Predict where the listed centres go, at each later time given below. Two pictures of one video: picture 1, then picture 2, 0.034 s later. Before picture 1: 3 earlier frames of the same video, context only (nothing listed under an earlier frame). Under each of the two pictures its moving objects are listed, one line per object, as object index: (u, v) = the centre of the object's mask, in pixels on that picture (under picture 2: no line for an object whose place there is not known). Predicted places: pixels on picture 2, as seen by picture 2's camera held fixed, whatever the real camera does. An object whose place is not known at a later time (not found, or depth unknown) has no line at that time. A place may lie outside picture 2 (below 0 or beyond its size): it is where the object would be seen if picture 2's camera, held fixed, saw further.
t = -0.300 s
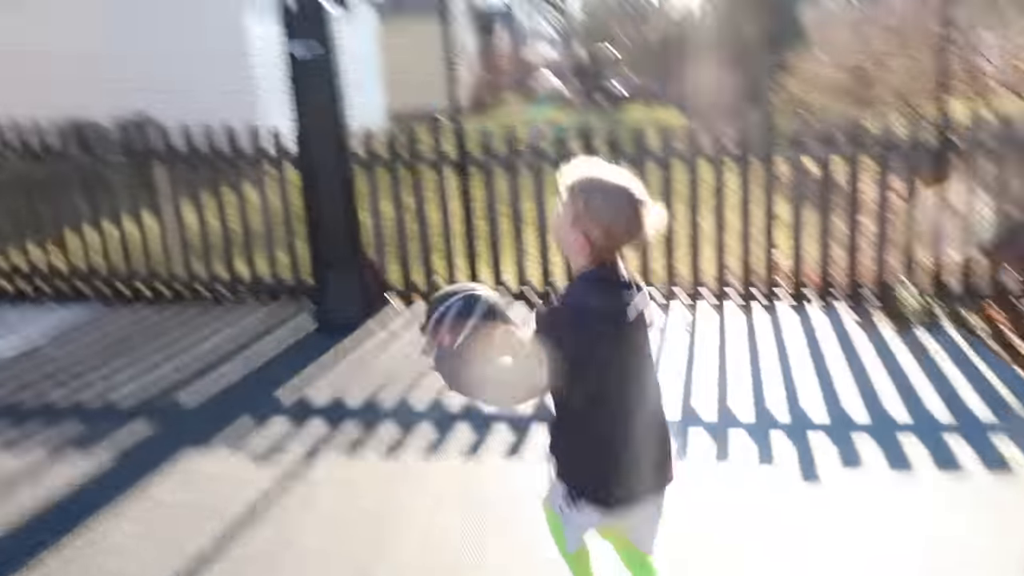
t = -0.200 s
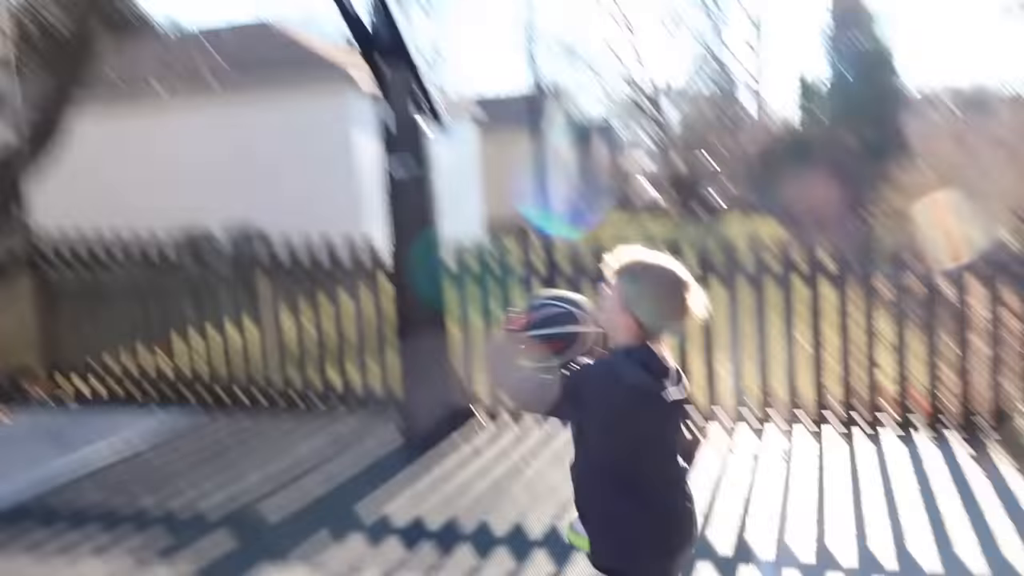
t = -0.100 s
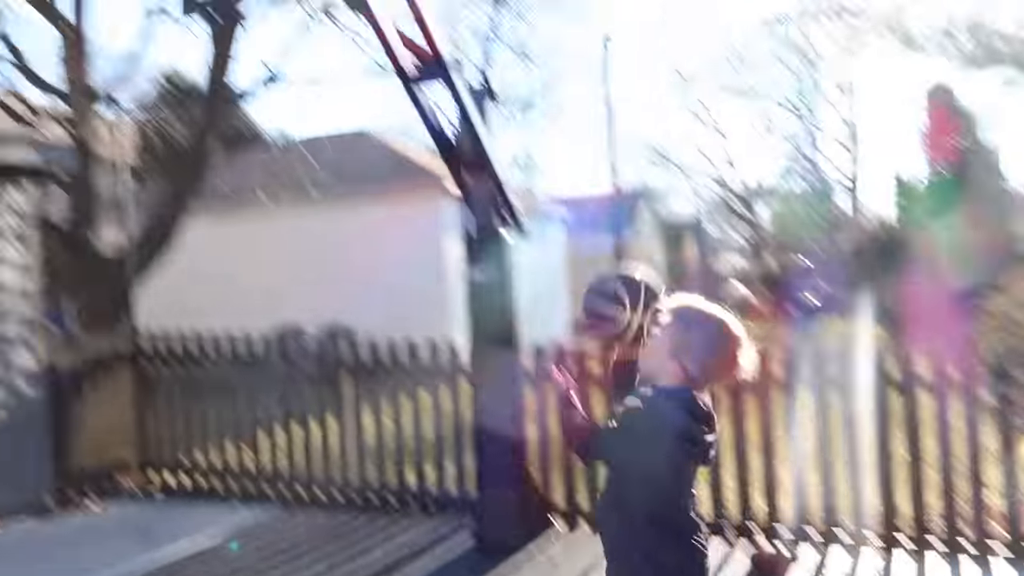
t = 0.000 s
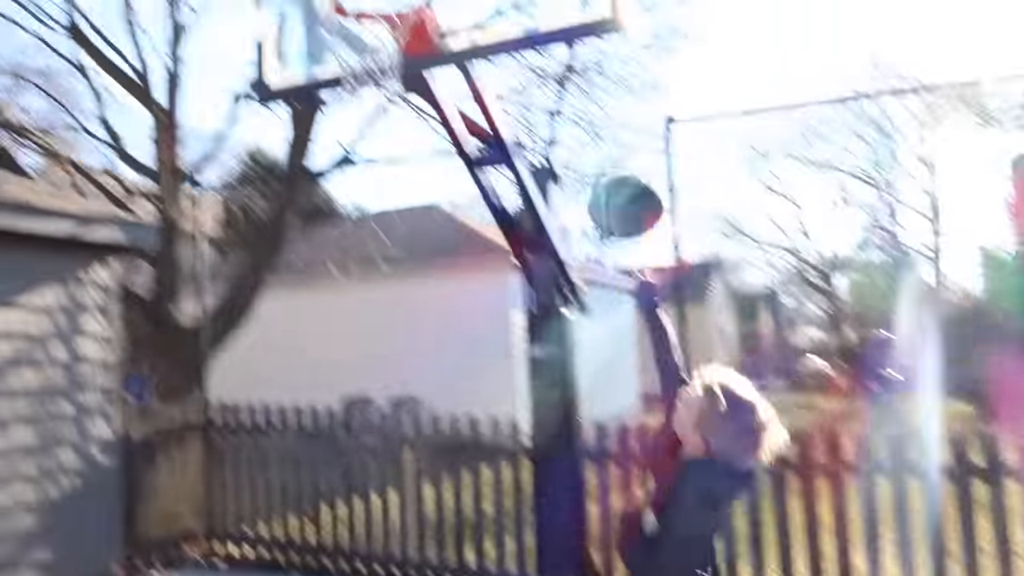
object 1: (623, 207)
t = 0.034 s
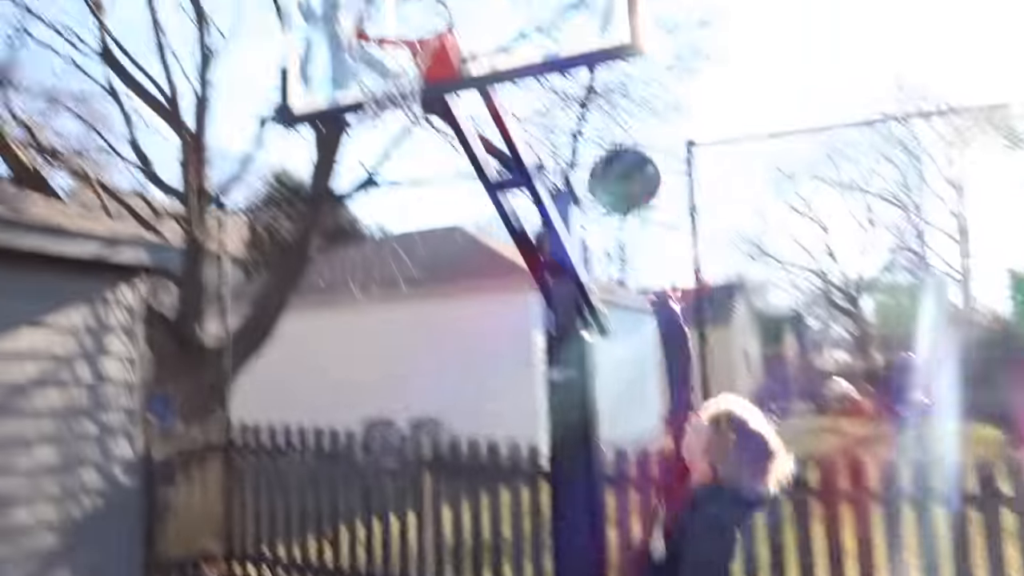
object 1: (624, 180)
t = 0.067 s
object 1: (606, 132)
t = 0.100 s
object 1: (591, 94)
